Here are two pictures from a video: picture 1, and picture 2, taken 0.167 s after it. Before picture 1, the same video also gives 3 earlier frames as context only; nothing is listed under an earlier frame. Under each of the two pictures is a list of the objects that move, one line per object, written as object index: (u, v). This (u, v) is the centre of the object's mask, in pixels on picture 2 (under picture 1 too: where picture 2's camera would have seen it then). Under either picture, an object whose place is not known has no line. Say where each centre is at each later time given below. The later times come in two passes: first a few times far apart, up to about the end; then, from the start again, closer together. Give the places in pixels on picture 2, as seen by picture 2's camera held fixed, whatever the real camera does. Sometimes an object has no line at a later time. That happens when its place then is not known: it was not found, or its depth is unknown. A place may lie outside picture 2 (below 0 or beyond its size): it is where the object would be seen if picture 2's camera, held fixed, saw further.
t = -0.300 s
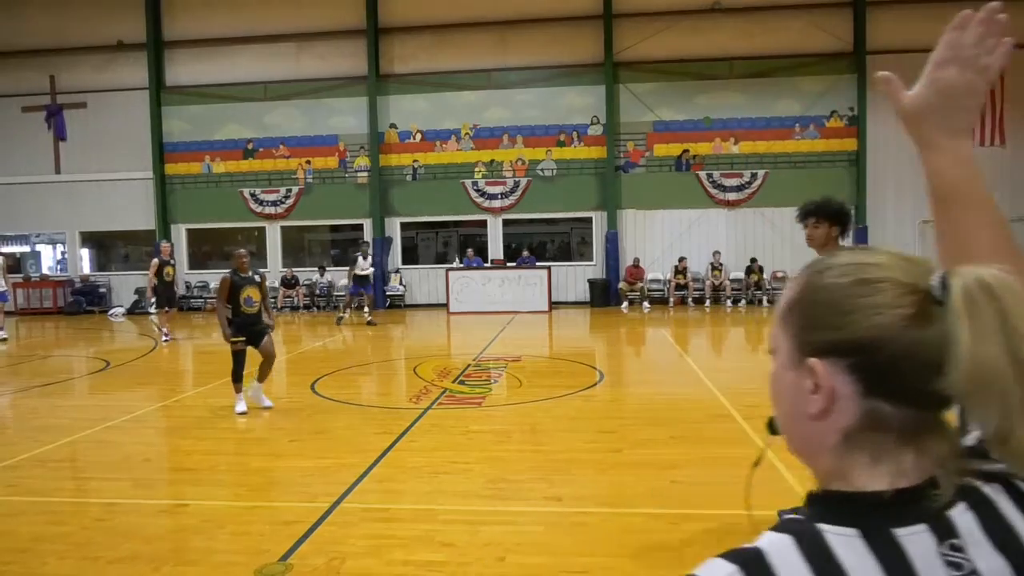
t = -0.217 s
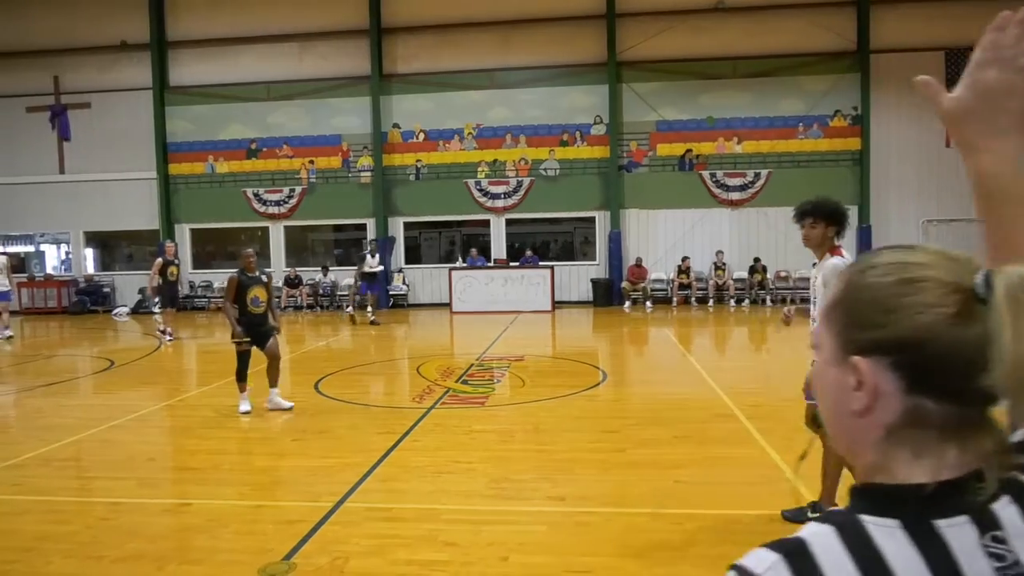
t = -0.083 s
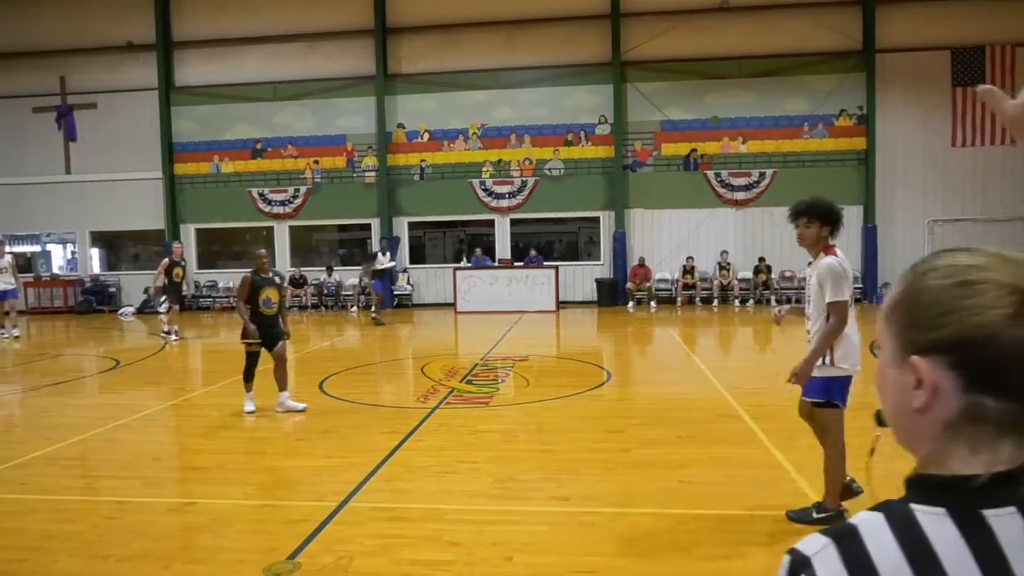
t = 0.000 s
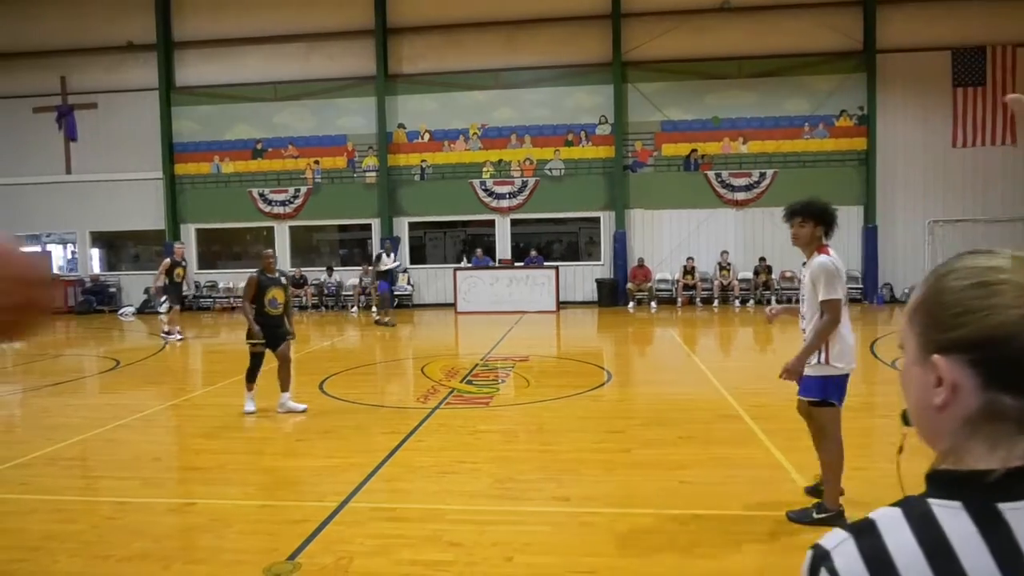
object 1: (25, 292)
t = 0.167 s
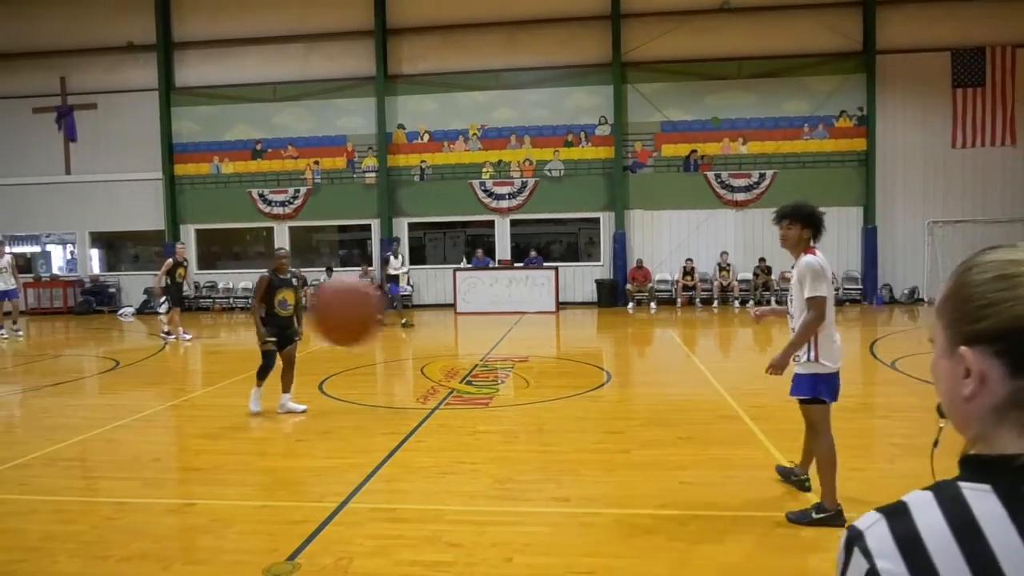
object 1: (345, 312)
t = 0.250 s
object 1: (444, 344)
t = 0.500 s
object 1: (609, 467)
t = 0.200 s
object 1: (388, 322)
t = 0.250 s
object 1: (444, 344)
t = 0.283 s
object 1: (473, 358)
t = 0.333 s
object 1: (515, 381)
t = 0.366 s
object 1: (537, 397)
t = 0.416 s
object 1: (567, 423)
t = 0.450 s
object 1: (586, 440)
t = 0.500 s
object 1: (609, 467)
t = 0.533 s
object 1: (624, 485)
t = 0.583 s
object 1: (636, 474)
